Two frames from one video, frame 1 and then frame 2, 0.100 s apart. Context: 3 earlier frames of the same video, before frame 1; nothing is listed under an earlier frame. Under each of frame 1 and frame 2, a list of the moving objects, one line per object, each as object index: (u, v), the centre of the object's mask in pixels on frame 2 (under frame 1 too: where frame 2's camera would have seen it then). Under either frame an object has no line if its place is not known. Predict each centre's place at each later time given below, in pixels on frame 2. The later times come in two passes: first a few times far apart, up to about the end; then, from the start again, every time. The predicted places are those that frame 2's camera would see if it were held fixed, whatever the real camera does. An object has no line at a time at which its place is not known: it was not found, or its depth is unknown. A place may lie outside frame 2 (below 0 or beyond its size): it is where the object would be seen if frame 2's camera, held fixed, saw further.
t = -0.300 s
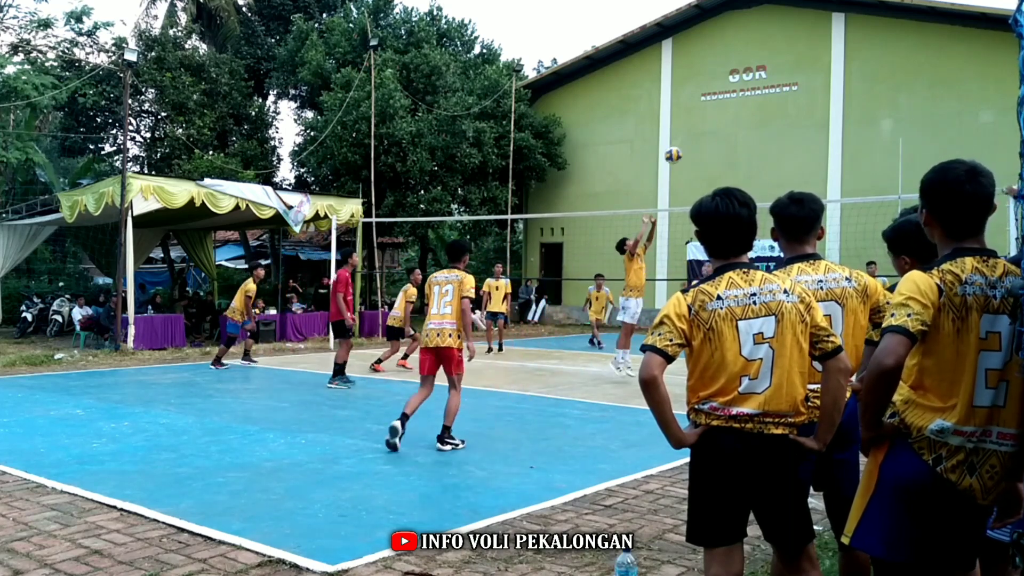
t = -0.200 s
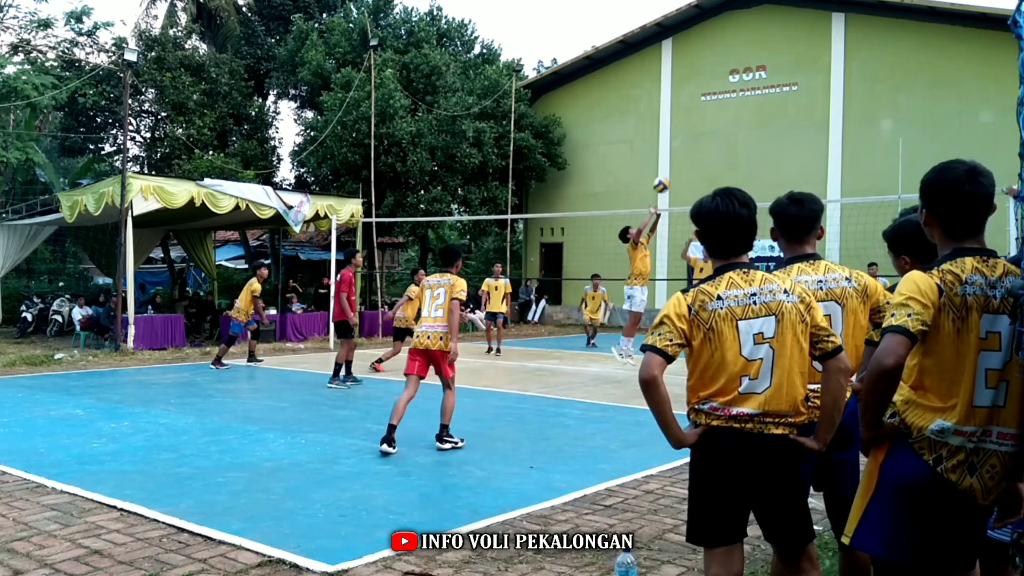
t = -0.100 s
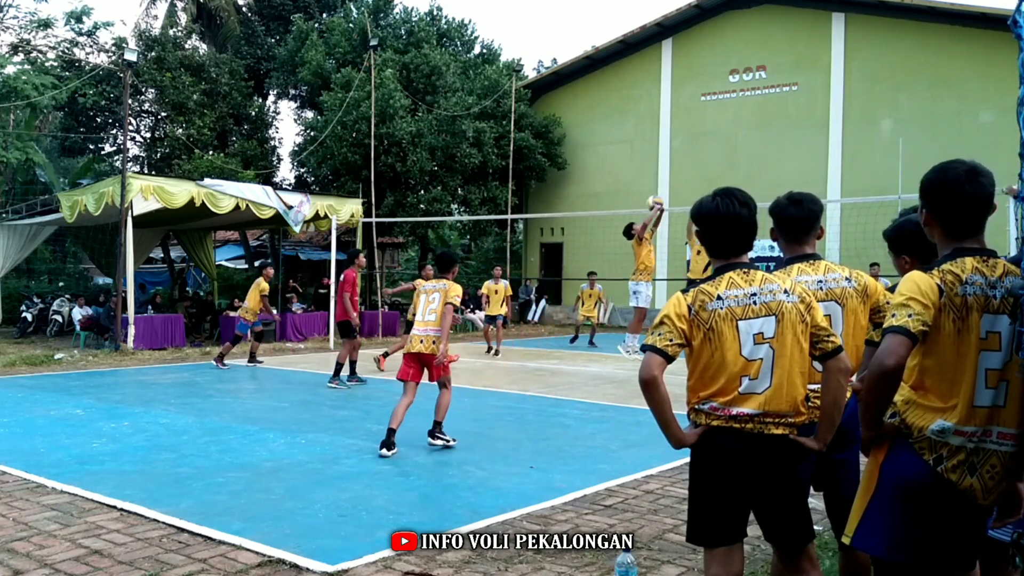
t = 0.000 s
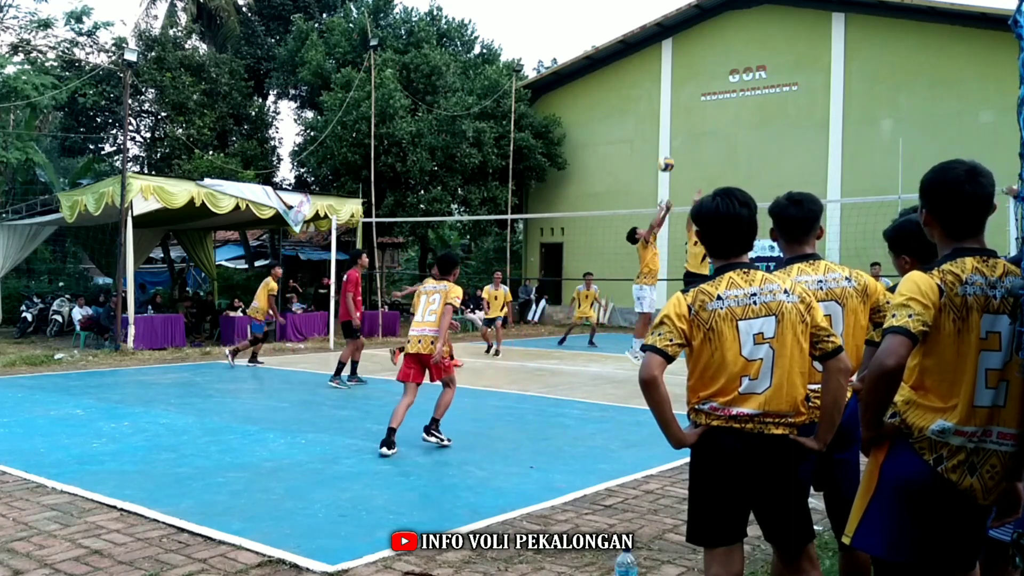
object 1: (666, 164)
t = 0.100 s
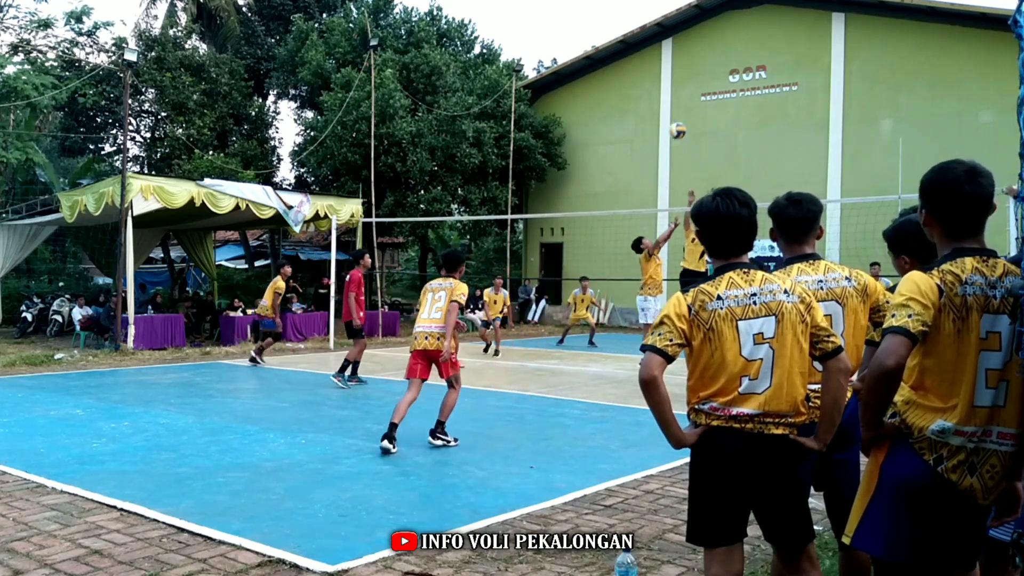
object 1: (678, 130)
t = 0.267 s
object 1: (697, 92)
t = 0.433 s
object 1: (716, 75)
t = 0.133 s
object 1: (681, 121)
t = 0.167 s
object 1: (685, 112)
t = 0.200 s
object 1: (689, 105)
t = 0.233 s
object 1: (693, 98)
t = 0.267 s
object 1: (697, 92)
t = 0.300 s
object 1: (700, 87)
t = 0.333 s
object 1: (704, 82)
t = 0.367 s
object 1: (708, 79)
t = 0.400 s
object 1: (712, 77)
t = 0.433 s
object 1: (716, 75)
